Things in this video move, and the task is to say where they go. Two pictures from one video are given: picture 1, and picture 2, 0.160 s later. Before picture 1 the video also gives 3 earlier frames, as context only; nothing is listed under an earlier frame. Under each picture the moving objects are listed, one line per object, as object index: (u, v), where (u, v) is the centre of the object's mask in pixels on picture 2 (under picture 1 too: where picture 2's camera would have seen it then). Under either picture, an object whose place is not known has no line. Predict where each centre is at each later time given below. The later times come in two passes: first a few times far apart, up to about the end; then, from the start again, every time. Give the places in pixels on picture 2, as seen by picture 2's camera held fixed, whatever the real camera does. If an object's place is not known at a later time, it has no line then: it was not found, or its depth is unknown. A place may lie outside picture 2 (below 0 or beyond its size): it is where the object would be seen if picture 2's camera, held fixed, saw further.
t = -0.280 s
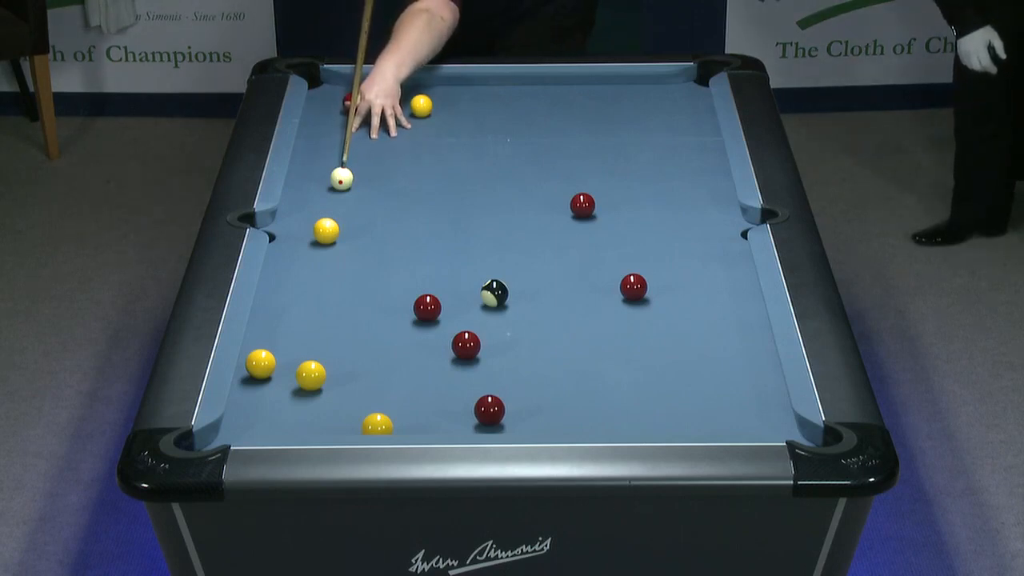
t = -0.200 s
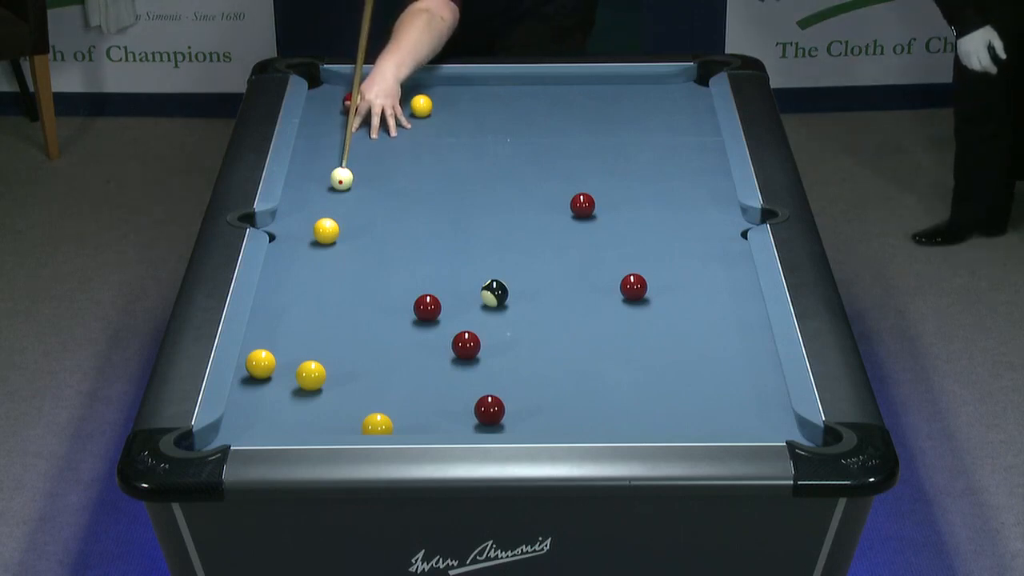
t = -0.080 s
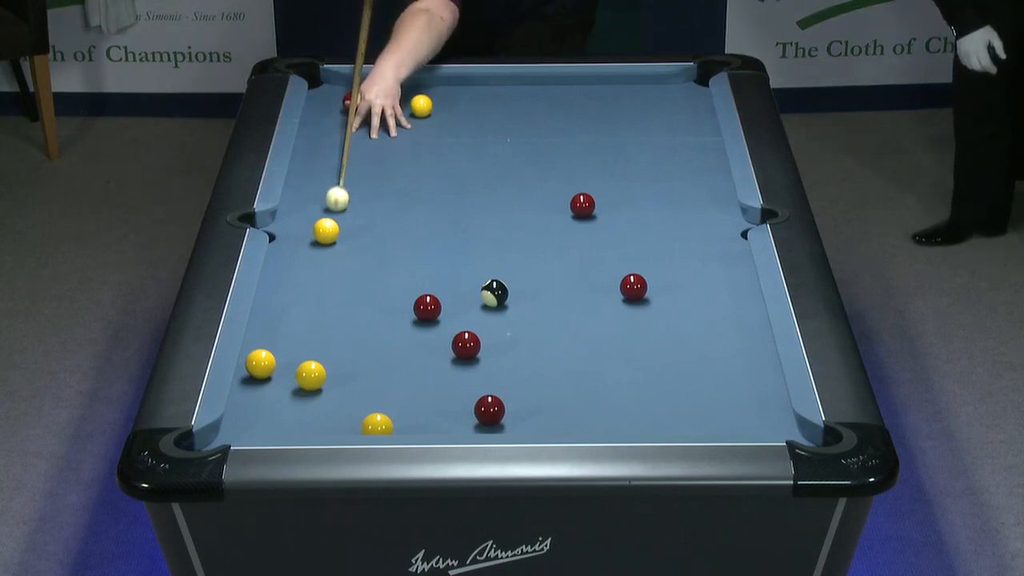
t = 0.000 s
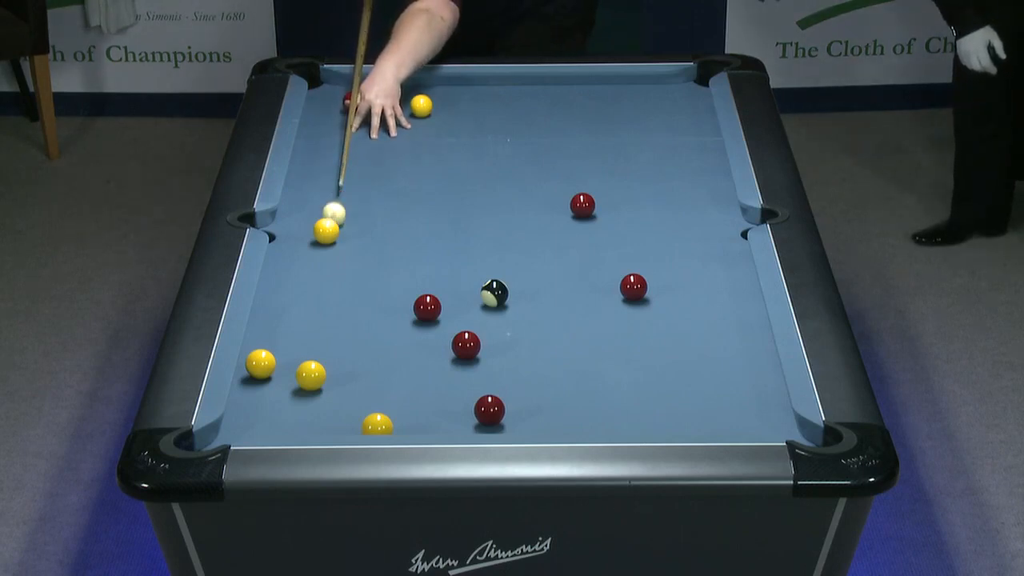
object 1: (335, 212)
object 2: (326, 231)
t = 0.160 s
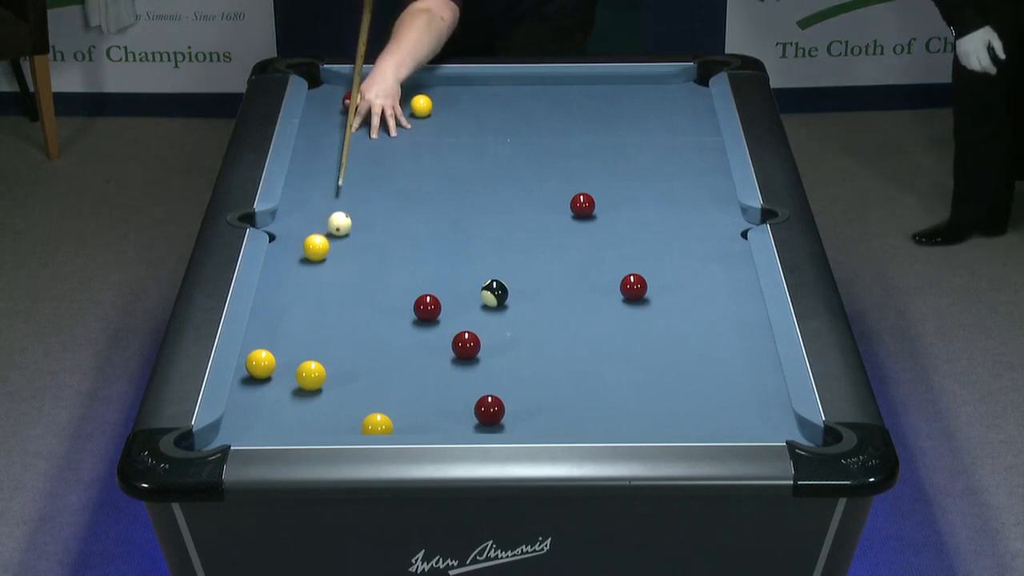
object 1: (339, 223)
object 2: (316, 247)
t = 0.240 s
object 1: (343, 226)
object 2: (311, 256)
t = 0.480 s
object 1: (354, 234)
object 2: (295, 282)
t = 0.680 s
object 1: (362, 239)
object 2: (281, 304)
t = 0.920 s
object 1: (371, 245)
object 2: (266, 331)
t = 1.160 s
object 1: (379, 250)
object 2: (254, 348)
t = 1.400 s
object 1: (386, 254)
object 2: (257, 356)
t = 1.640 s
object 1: (391, 257)
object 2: (259, 360)
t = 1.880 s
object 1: (395, 259)
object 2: (261, 361)
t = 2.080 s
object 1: (397, 260)
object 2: (261, 361)
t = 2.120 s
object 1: (397, 260)
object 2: (261, 361)
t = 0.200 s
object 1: (341, 225)
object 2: (313, 251)
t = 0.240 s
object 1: (343, 226)
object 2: (311, 256)
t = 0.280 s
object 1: (345, 227)
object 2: (308, 260)
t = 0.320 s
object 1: (347, 229)
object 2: (305, 265)
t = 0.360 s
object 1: (349, 230)
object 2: (303, 269)
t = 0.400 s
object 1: (350, 231)
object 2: (300, 273)
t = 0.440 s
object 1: (352, 232)
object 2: (297, 277)
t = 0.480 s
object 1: (354, 234)
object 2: (295, 282)
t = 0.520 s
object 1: (356, 235)
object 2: (292, 287)
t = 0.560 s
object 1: (357, 236)
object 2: (289, 291)
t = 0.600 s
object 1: (359, 237)
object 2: (287, 296)
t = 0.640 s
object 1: (361, 238)
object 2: (284, 300)
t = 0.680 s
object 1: (362, 239)
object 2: (281, 304)
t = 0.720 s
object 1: (364, 240)
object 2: (279, 309)
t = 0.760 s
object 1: (365, 241)
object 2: (276, 313)
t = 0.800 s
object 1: (367, 242)
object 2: (274, 318)
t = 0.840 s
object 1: (368, 243)
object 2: (271, 322)
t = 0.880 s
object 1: (369, 244)
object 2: (268, 326)
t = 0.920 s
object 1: (371, 245)
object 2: (266, 331)
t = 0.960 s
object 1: (372, 246)
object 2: (263, 335)
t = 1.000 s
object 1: (374, 247)
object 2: (260, 338)
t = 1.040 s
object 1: (375, 248)
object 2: (258, 341)
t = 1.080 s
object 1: (376, 249)
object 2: (255, 344)
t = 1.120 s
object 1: (378, 249)
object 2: (255, 346)
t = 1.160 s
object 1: (379, 250)
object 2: (254, 348)
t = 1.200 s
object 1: (380, 251)
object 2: (255, 350)
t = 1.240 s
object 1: (381, 251)
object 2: (255, 351)
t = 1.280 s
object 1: (383, 252)
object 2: (255, 352)
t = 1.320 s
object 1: (384, 253)
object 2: (256, 354)
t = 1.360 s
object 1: (385, 253)
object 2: (256, 355)
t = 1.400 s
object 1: (386, 254)
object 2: (257, 356)
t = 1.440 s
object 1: (387, 254)
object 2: (257, 357)
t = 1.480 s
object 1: (387, 255)
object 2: (258, 358)
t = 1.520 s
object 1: (389, 256)
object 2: (258, 358)
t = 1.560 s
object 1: (390, 256)
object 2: (258, 359)
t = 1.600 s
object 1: (390, 256)
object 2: (259, 359)
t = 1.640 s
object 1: (391, 257)
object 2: (259, 360)
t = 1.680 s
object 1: (392, 257)
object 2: (259, 360)
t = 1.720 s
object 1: (392, 258)
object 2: (260, 360)
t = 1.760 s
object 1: (393, 258)
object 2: (260, 361)
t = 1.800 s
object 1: (394, 259)
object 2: (260, 361)
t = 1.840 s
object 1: (394, 259)
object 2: (261, 361)
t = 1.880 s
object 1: (395, 259)
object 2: (261, 361)
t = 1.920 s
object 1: (395, 260)
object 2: (261, 361)
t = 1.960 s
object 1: (396, 260)
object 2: (261, 361)
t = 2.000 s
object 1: (396, 260)
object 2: (261, 361)
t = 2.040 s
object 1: (396, 260)
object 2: (261, 361)
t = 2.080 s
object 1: (397, 260)
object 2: (261, 361)
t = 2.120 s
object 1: (397, 260)
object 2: (261, 361)
